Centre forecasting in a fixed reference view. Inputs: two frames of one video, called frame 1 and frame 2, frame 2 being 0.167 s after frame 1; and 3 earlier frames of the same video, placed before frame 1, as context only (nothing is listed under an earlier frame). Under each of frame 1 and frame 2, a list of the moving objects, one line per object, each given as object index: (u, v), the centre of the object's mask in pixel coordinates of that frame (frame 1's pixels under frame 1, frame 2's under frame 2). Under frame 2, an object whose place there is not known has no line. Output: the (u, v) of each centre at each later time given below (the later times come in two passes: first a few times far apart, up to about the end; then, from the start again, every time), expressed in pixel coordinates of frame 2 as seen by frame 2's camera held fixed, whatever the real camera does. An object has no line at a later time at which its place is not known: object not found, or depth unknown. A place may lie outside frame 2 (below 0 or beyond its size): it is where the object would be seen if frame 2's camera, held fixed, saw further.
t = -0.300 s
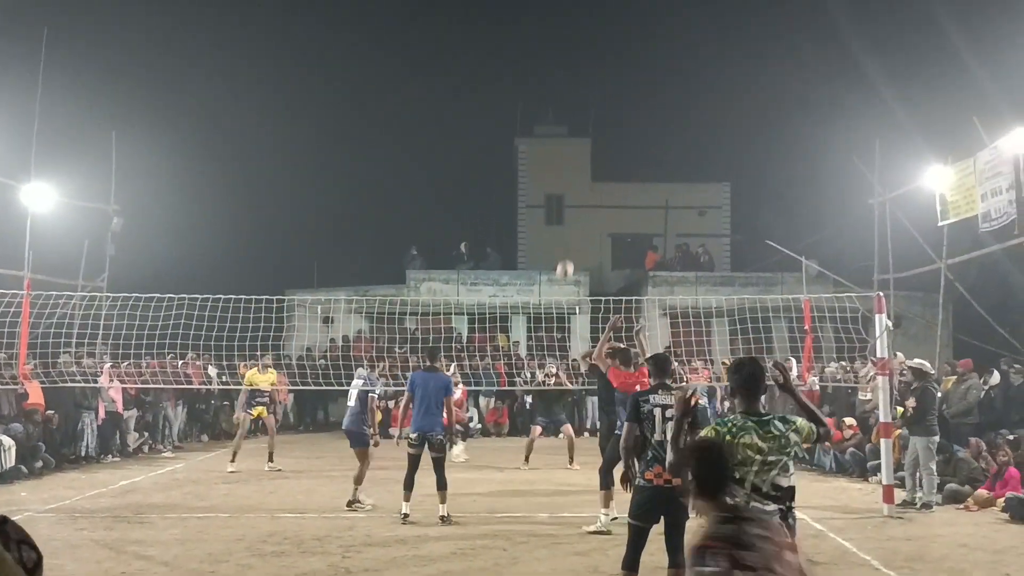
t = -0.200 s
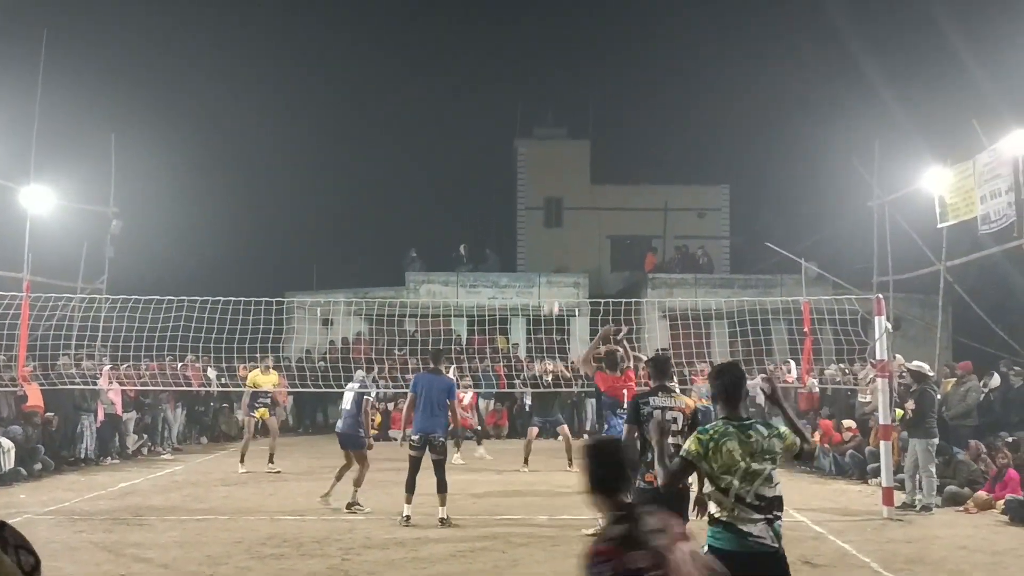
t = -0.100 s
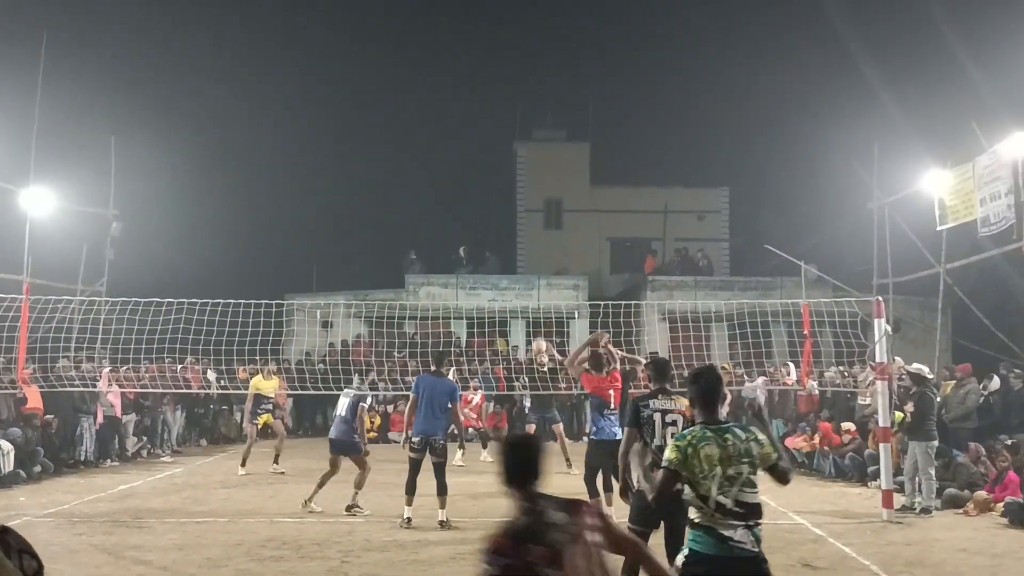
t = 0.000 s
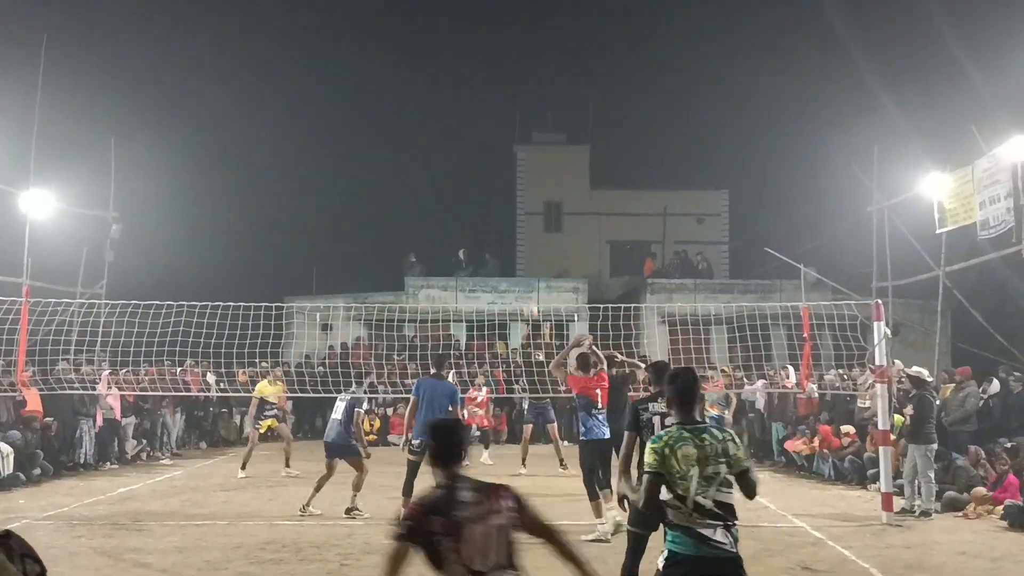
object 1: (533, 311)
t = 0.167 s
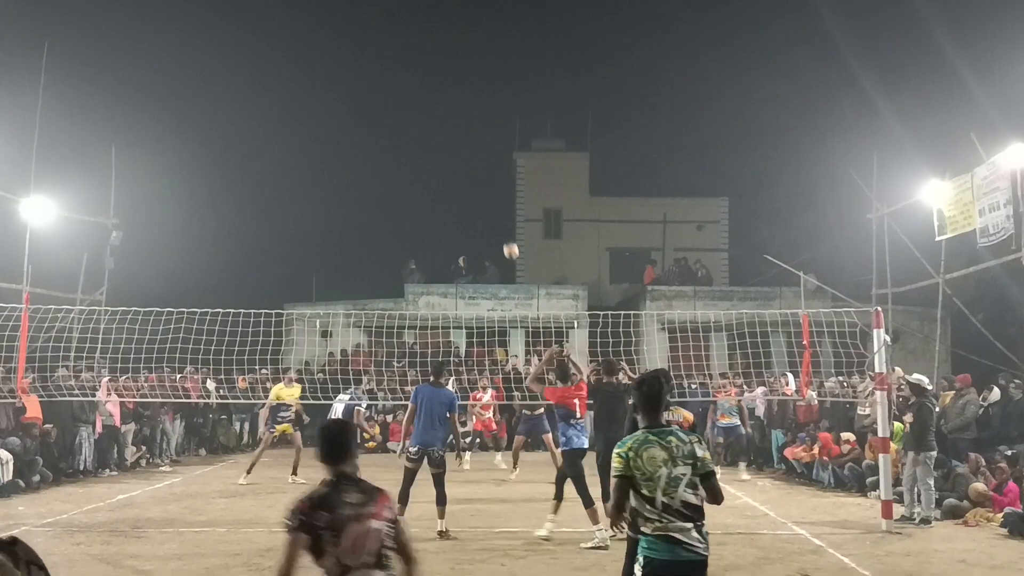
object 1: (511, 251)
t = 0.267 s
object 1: (499, 219)
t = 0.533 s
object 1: (468, 166)
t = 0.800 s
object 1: (435, 161)
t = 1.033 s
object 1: (404, 199)
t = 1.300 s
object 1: (368, 300)
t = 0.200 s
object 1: (507, 239)
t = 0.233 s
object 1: (503, 229)
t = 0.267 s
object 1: (499, 219)
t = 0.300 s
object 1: (495, 210)
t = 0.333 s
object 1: (492, 201)
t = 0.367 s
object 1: (488, 194)
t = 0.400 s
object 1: (484, 186)
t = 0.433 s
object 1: (480, 180)
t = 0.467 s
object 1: (476, 175)
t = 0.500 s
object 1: (472, 170)
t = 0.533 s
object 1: (468, 166)
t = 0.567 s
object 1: (464, 162)
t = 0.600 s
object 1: (460, 160)
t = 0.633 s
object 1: (456, 158)
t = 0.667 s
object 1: (452, 157)
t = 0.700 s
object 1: (447, 156)
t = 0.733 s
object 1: (443, 157)
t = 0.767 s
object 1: (439, 159)
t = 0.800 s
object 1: (435, 161)
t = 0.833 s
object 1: (430, 163)
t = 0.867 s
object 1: (426, 167)
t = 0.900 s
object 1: (422, 172)
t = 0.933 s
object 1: (418, 178)
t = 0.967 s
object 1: (413, 184)
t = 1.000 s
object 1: (409, 192)
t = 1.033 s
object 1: (404, 199)
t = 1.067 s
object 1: (400, 209)
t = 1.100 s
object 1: (395, 219)
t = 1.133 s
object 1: (391, 230)
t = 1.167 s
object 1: (386, 242)
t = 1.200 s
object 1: (382, 255)
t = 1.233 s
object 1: (377, 269)
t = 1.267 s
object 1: (372, 285)
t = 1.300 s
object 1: (368, 300)
